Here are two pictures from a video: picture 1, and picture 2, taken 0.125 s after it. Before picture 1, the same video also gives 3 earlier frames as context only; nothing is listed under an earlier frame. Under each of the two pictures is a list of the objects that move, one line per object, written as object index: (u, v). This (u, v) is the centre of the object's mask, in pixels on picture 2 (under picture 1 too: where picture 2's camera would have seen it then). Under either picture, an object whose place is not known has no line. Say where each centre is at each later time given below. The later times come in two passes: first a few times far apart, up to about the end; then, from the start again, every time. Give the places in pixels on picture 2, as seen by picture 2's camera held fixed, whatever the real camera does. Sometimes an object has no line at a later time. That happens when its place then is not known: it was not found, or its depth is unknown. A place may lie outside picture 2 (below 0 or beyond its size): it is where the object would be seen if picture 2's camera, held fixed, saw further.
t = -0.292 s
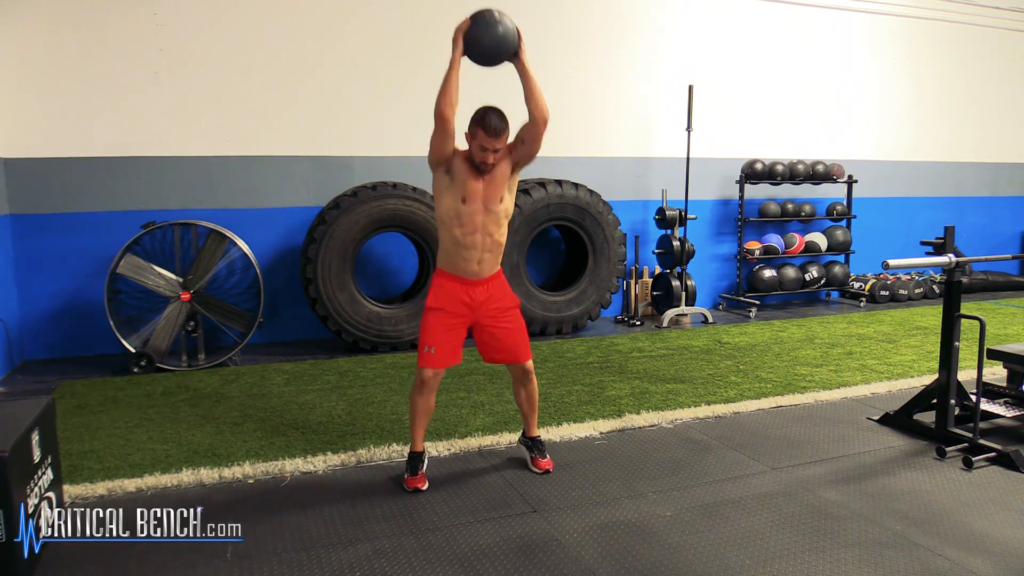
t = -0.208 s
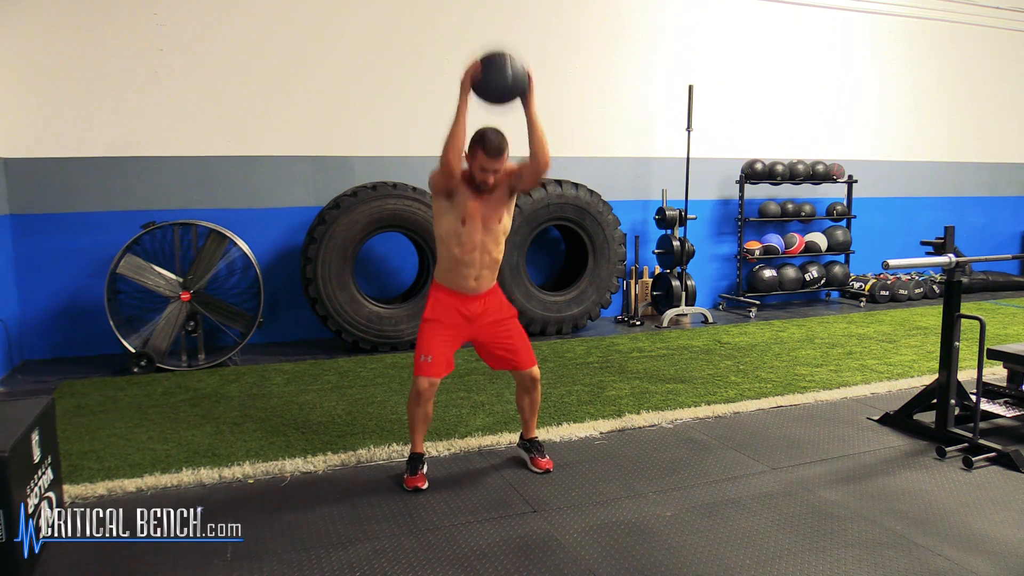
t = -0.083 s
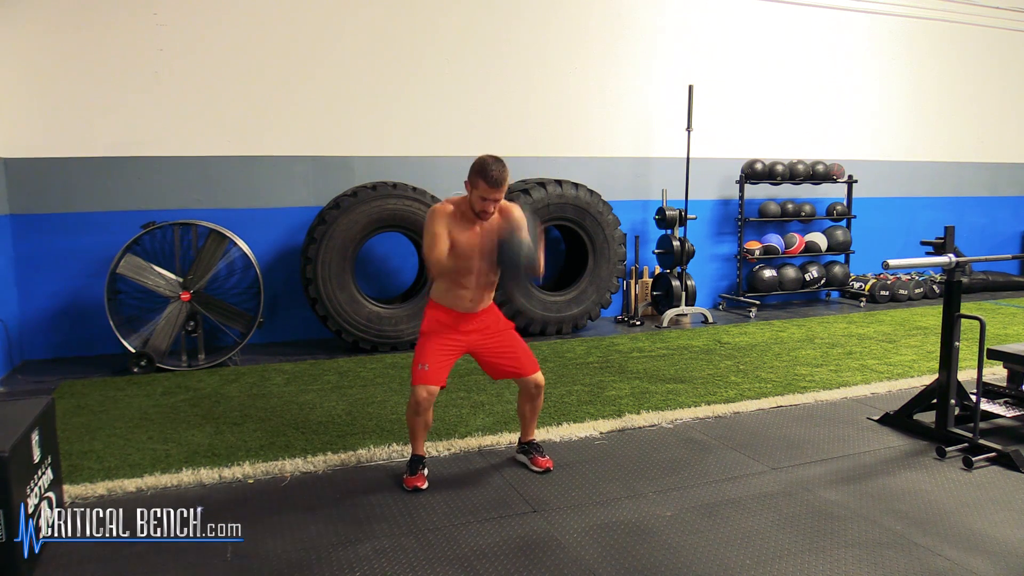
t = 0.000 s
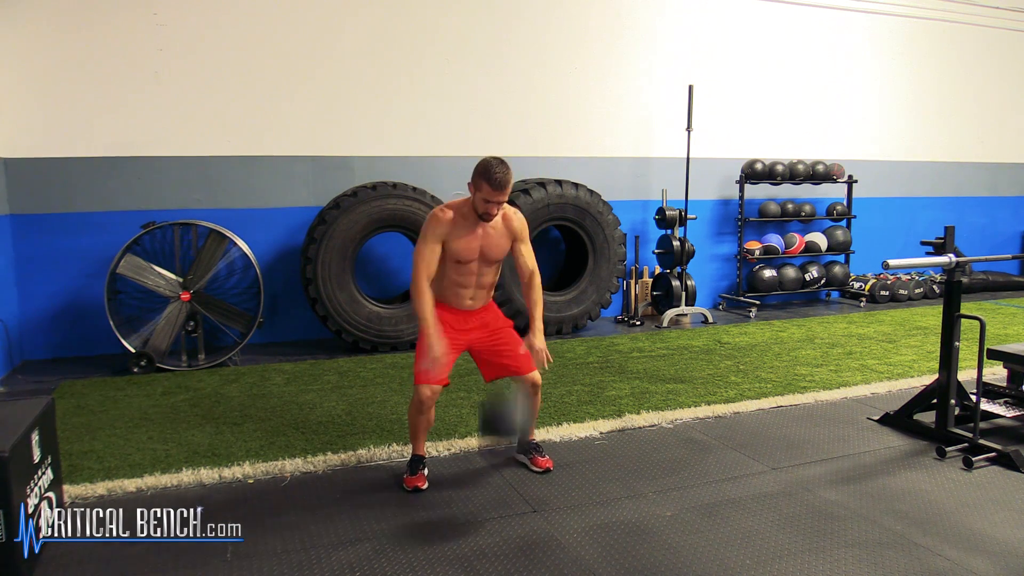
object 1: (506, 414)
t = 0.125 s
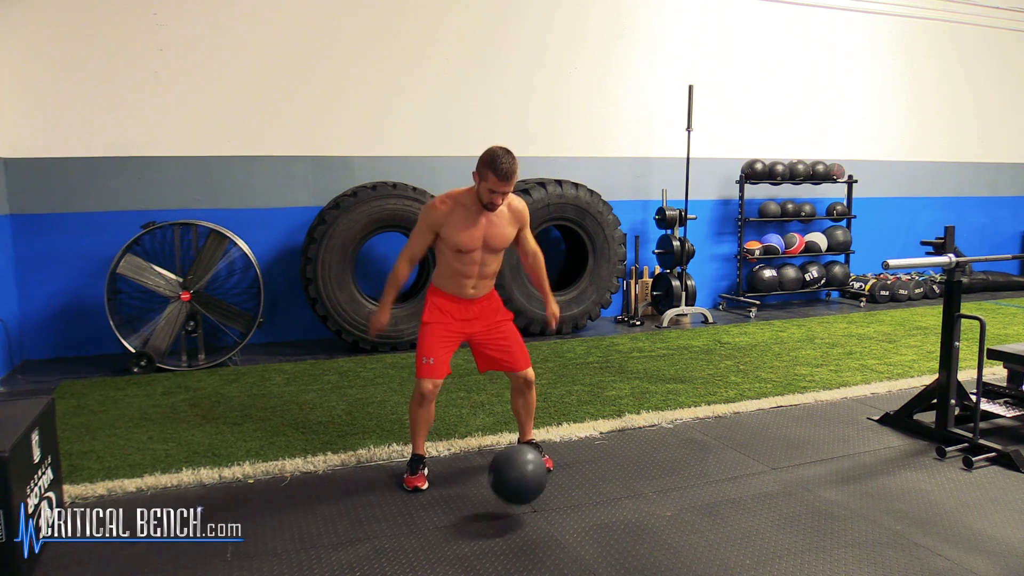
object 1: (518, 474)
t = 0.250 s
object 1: (529, 463)
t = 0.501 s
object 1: (546, 500)
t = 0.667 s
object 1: (560, 503)
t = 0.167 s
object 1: (522, 467)
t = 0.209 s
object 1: (526, 463)
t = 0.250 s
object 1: (529, 463)
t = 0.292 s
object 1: (533, 467)
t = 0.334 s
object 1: (535, 474)
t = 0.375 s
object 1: (538, 486)
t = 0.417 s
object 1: (541, 502)
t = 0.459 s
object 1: (542, 503)
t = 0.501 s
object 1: (546, 500)
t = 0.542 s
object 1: (551, 504)
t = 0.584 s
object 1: (554, 503)
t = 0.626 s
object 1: (558, 502)
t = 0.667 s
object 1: (560, 503)
